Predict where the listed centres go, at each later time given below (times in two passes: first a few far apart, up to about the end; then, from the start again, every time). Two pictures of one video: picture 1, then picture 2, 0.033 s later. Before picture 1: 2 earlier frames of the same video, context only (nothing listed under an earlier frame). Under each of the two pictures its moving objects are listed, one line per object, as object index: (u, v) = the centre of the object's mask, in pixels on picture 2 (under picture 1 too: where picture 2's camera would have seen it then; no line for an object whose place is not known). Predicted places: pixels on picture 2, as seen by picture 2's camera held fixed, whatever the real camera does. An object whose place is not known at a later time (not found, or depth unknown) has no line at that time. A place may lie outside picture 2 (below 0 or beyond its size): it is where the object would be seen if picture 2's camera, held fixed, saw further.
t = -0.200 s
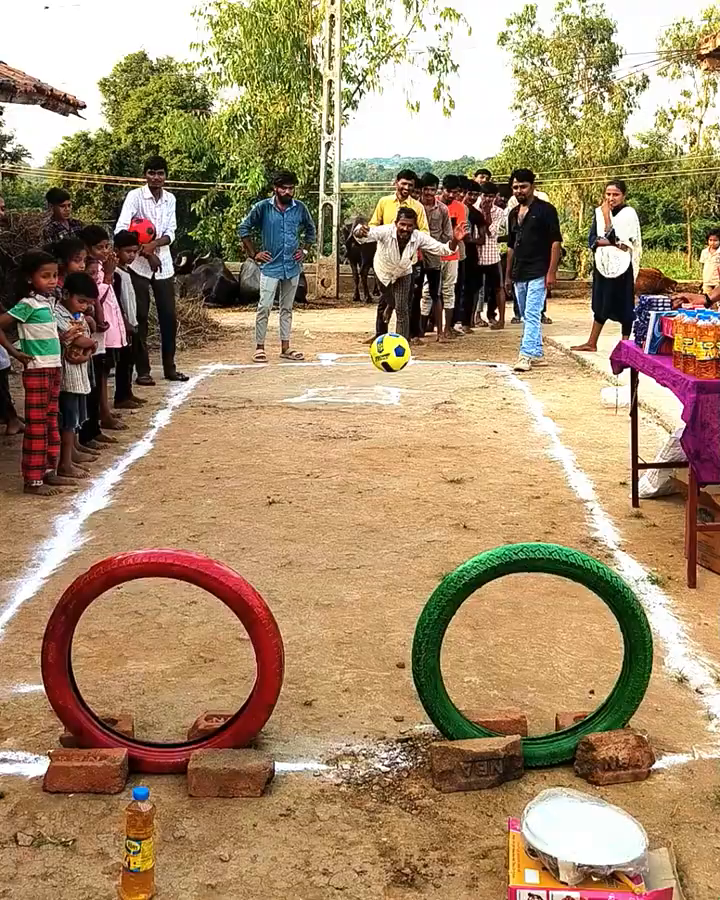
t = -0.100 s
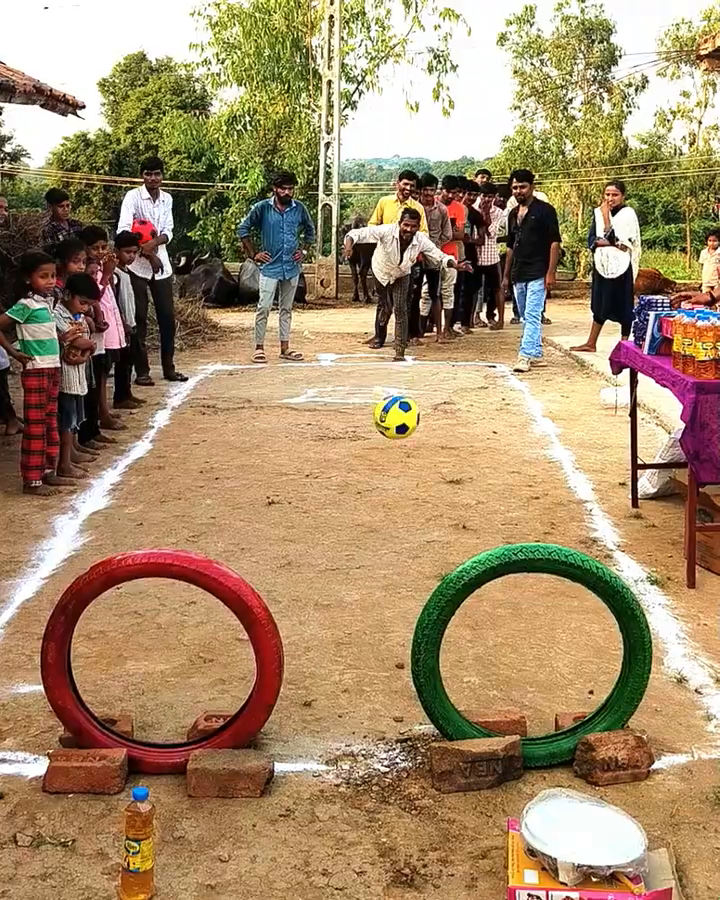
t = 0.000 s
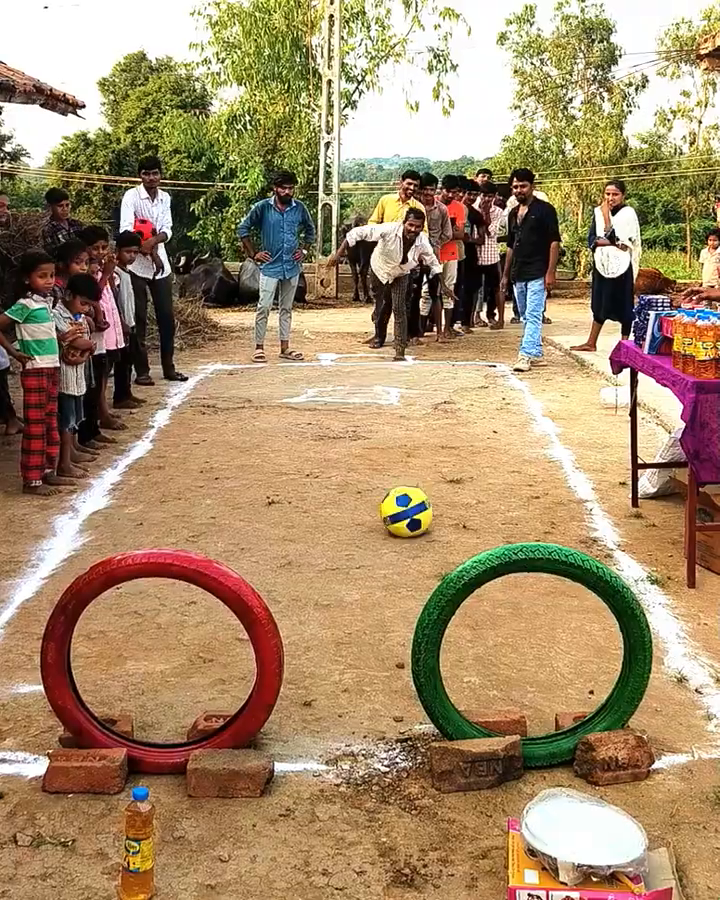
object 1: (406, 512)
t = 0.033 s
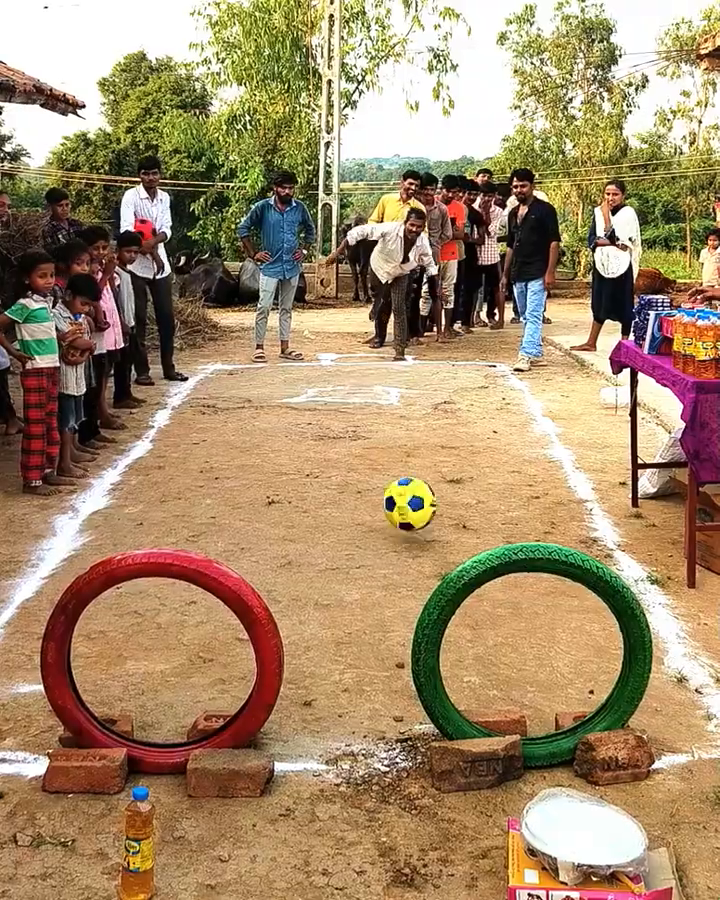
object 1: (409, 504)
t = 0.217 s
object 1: (439, 499)
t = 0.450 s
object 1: (498, 676)
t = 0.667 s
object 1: (634, 835)
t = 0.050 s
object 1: (411, 500)
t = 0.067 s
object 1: (414, 497)
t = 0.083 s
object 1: (417, 493)
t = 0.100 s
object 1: (419, 491)
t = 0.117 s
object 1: (422, 490)
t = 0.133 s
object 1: (424, 490)
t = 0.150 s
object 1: (426, 491)
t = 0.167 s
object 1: (429, 492)
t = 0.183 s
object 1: (432, 494)
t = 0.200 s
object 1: (435, 497)
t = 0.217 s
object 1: (439, 499)
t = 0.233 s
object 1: (442, 503)
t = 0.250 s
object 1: (445, 509)
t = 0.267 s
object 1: (448, 515)
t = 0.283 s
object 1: (452, 523)
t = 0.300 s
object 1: (455, 531)
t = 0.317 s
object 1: (457, 539)
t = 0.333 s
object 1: (459, 544)
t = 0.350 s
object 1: (458, 551)
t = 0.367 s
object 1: (487, 599)
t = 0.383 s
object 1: (487, 607)
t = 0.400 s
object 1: (488, 618)
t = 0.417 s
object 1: (489, 632)
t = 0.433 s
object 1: (493, 653)
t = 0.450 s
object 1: (498, 676)
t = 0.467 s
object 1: (504, 700)
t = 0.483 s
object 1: (511, 708)
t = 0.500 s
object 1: (519, 710)
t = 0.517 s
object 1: (528, 714)
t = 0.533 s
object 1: (537, 720)
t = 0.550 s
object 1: (547, 727)
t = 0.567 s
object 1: (558, 737)
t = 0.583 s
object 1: (569, 749)
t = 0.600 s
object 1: (580, 762)
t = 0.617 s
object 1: (593, 779)
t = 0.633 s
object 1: (605, 796)
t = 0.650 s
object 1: (619, 814)
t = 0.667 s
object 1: (634, 835)
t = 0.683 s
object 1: (649, 849)
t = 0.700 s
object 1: (660, 862)
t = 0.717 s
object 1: (671, 875)
